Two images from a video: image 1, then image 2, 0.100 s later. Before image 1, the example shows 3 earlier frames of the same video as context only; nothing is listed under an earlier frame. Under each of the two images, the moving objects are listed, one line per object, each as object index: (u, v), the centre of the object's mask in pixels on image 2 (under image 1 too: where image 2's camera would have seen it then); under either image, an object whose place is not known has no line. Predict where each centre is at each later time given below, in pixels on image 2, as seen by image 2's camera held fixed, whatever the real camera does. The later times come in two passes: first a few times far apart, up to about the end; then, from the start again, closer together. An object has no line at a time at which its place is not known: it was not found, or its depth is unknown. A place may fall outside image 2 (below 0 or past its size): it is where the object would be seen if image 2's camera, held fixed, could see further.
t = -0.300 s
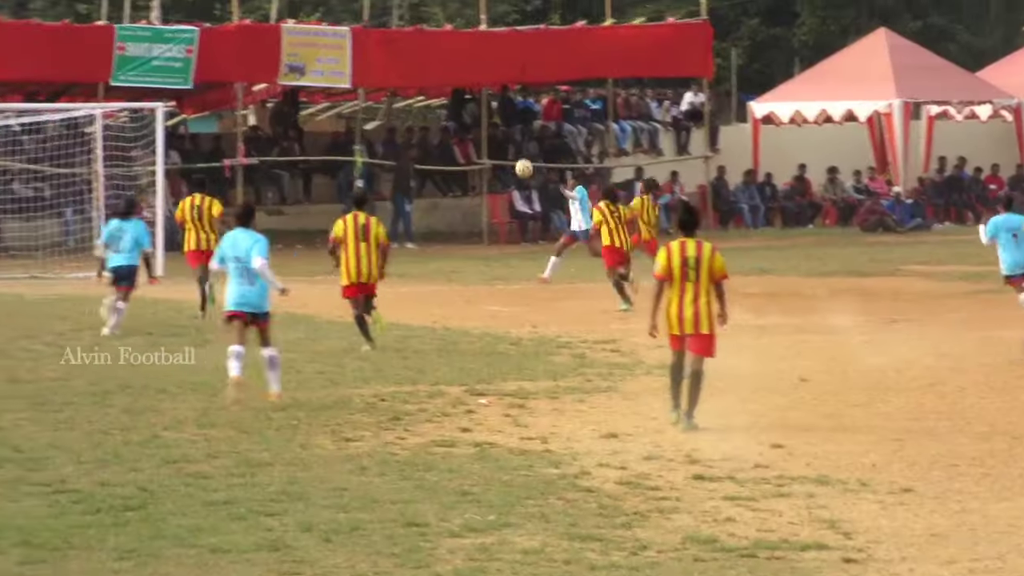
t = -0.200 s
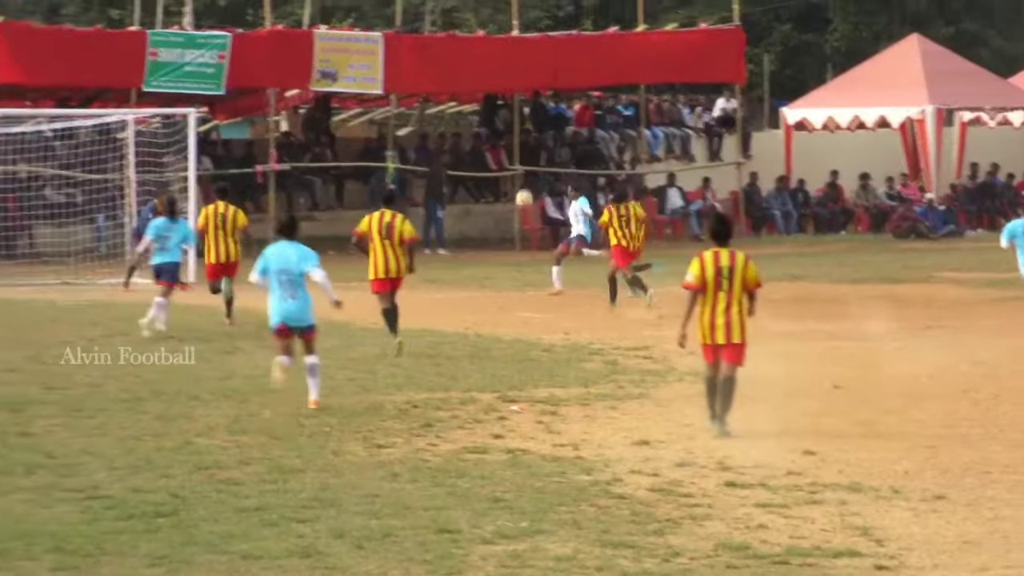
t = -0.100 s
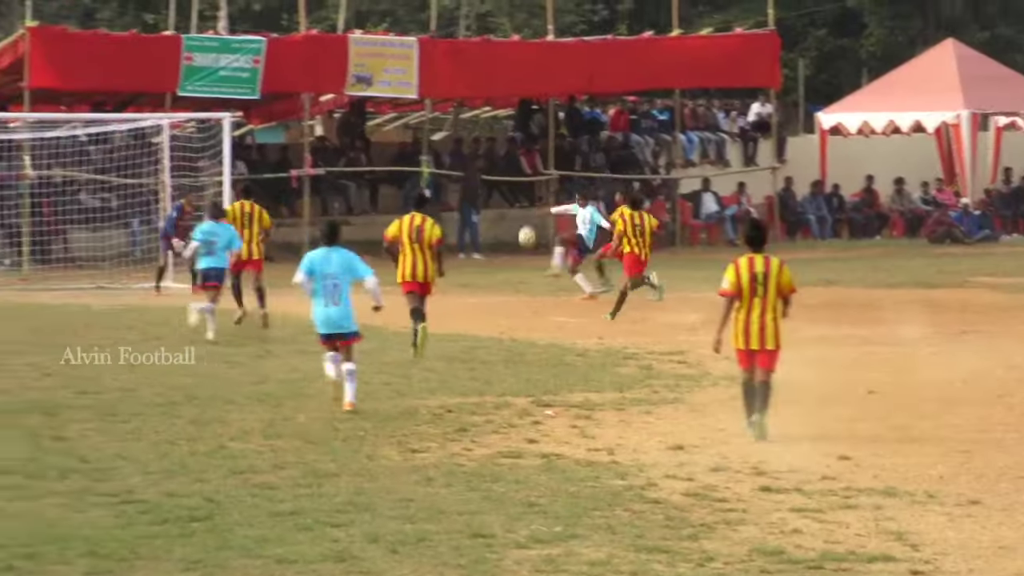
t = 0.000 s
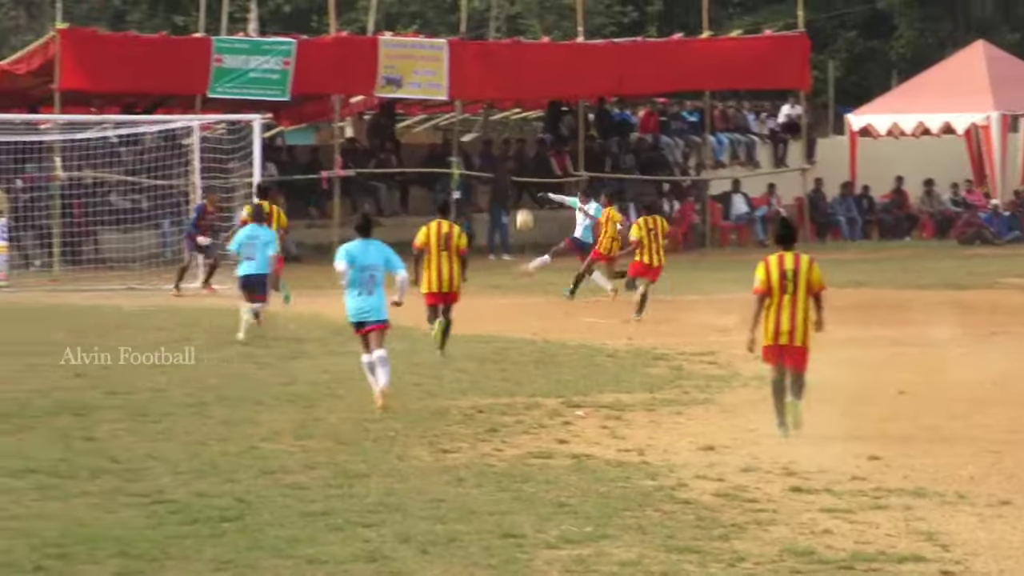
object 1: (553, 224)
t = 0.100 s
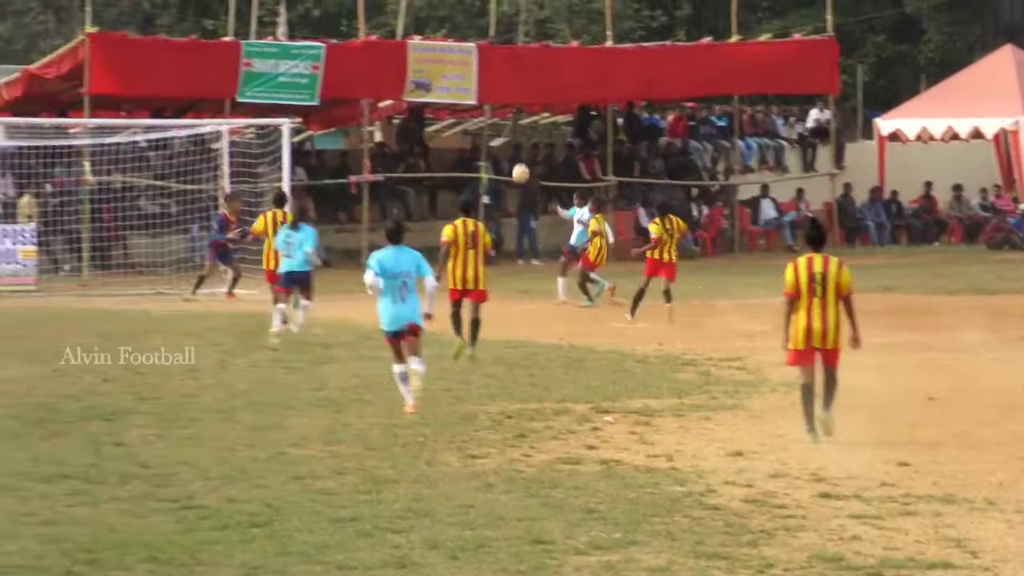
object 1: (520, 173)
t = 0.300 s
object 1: (456, 91)
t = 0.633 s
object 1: (359, 21)
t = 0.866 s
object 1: (289, 18)
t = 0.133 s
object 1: (510, 158)
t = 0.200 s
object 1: (489, 129)
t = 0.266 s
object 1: (468, 104)
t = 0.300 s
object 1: (456, 91)
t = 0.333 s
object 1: (447, 81)
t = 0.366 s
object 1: (436, 71)
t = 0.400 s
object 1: (427, 62)
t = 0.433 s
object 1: (417, 54)
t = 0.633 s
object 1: (359, 21)
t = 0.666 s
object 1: (349, 18)
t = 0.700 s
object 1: (339, 17)
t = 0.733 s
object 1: (329, 15)
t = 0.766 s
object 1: (318, 15)
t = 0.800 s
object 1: (309, 16)
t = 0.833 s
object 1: (299, 17)
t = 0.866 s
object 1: (289, 18)
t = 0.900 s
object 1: (279, 21)
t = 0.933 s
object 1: (269, 25)
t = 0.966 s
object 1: (258, 28)
